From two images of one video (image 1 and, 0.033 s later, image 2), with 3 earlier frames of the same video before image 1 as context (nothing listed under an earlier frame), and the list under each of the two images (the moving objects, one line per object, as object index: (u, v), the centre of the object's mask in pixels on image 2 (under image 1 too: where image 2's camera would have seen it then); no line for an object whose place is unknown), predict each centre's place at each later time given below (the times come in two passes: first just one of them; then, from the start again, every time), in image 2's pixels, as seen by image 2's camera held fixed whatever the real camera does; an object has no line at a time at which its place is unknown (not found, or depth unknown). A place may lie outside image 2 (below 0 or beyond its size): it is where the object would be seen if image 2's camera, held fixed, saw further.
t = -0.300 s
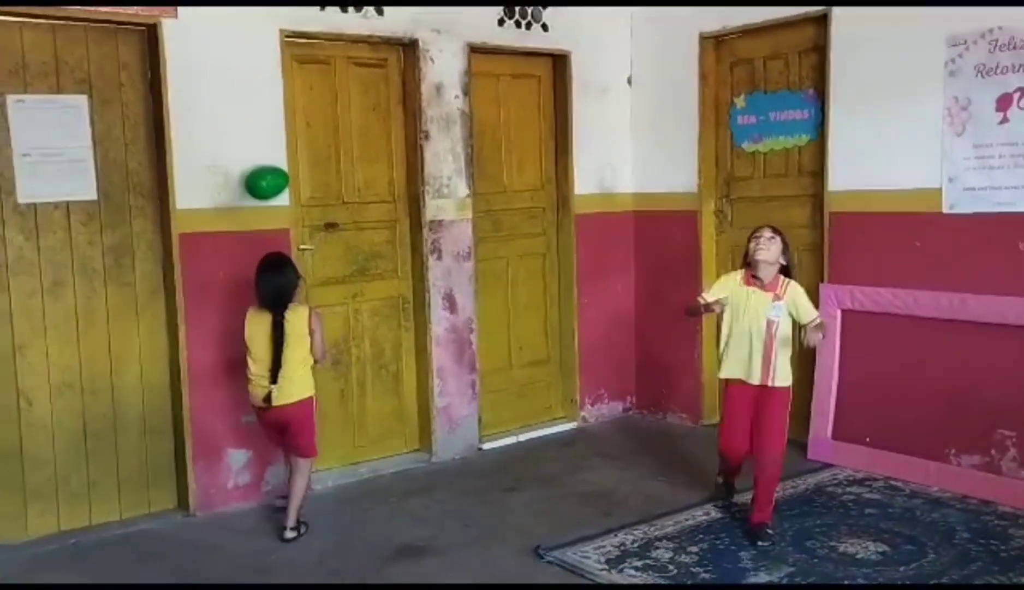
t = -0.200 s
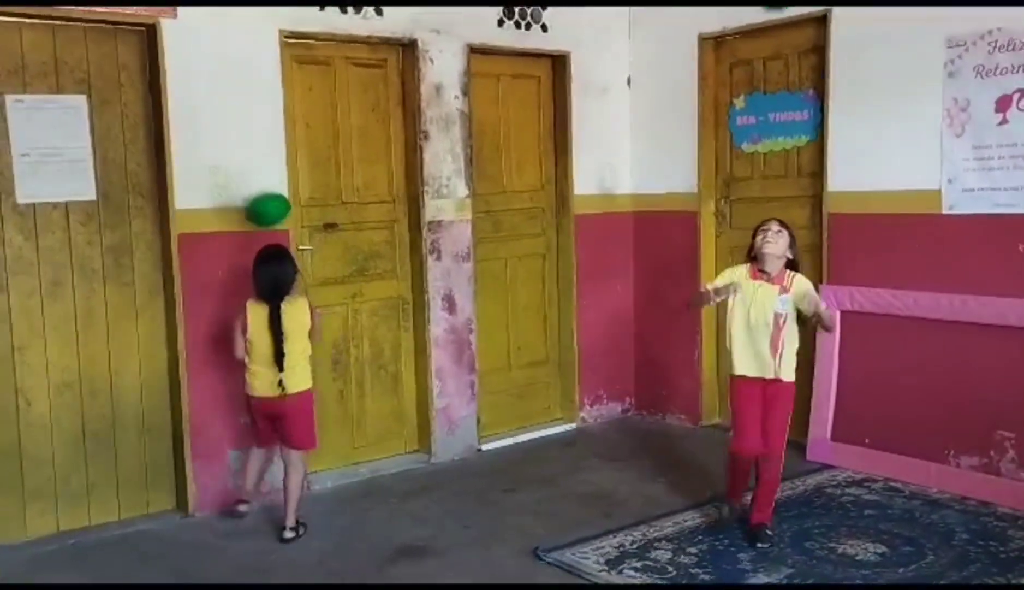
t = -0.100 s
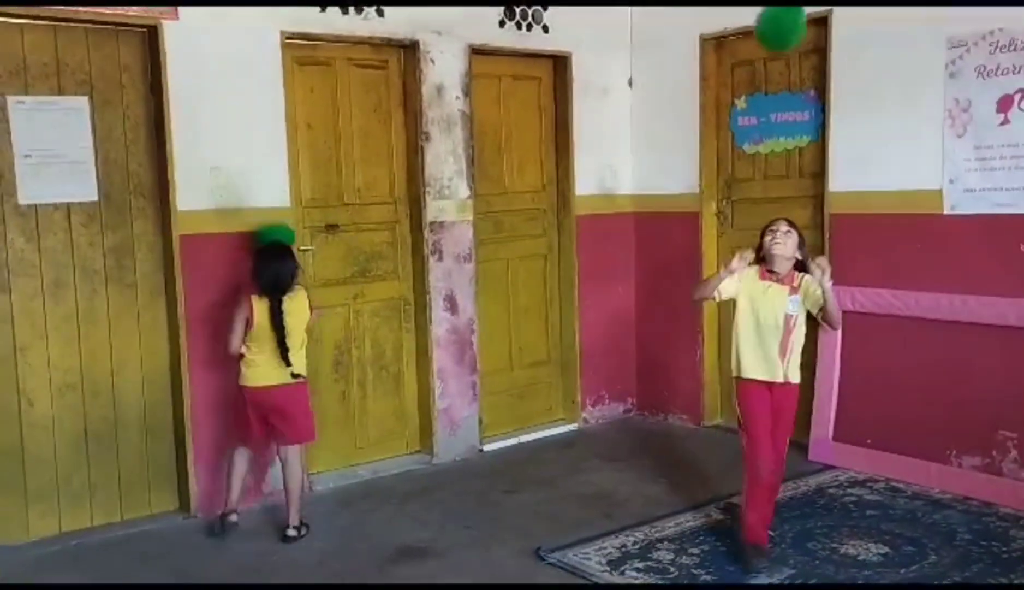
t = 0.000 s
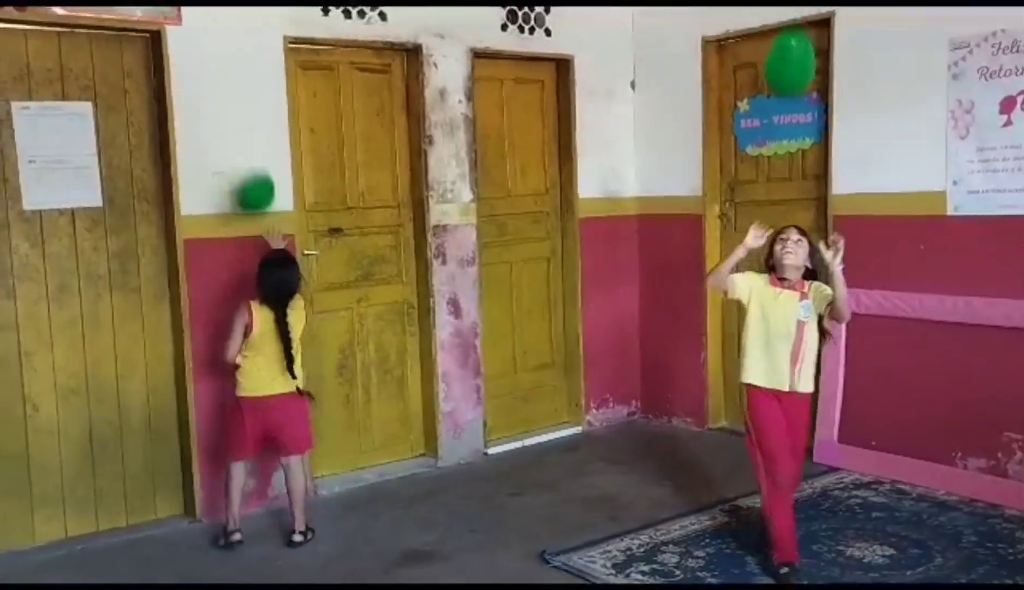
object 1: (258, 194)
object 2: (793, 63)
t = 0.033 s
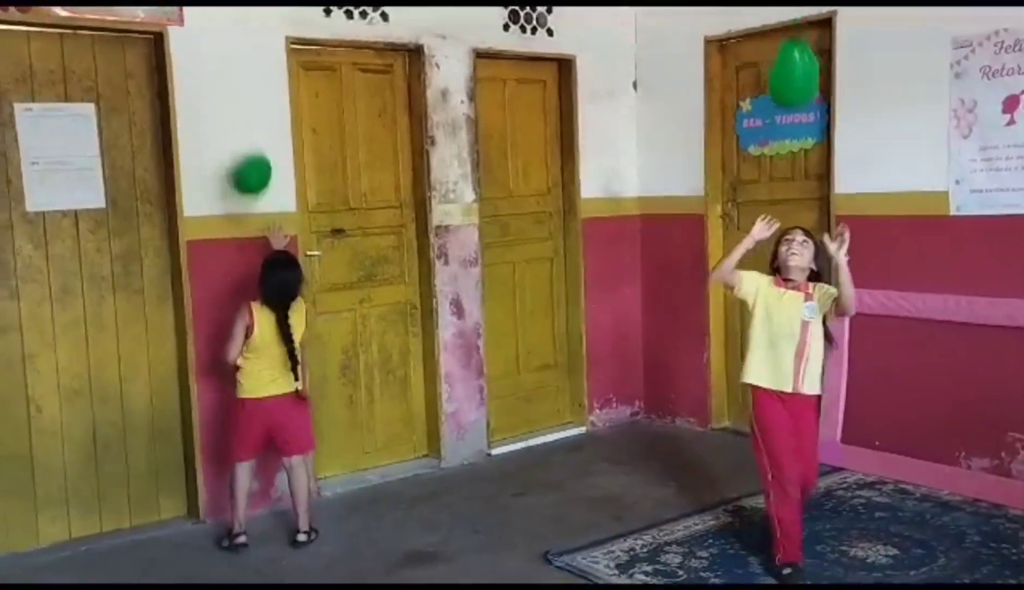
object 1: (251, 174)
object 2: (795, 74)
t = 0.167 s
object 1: (250, 122)
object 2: (803, 127)
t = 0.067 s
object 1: (248, 156)
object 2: (796, 86)
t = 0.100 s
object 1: (247, 142)
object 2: (798, 99)
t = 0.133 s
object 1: (247, 131)
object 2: (801, 114)
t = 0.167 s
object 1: (250, 122)
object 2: (803, 127)
